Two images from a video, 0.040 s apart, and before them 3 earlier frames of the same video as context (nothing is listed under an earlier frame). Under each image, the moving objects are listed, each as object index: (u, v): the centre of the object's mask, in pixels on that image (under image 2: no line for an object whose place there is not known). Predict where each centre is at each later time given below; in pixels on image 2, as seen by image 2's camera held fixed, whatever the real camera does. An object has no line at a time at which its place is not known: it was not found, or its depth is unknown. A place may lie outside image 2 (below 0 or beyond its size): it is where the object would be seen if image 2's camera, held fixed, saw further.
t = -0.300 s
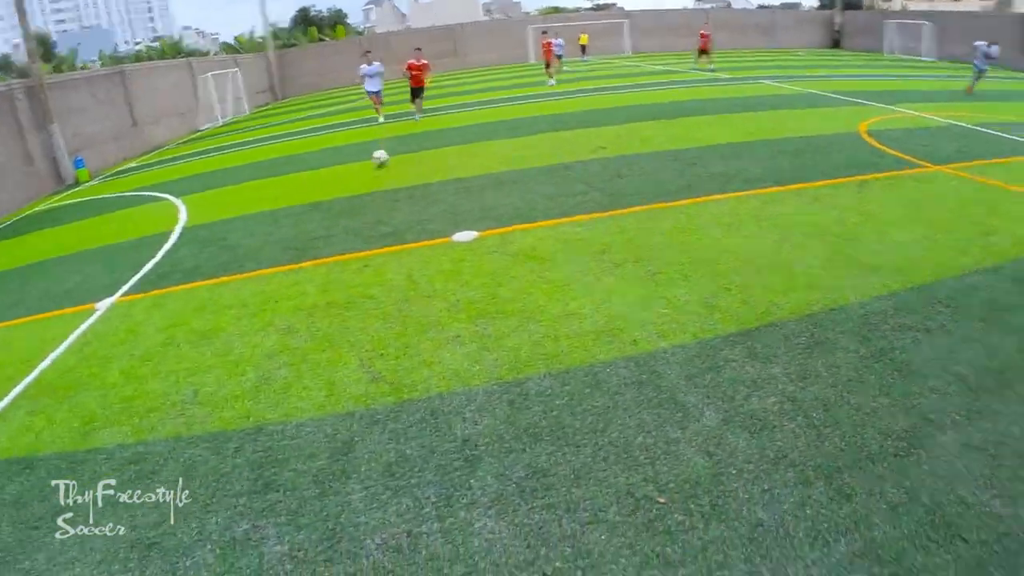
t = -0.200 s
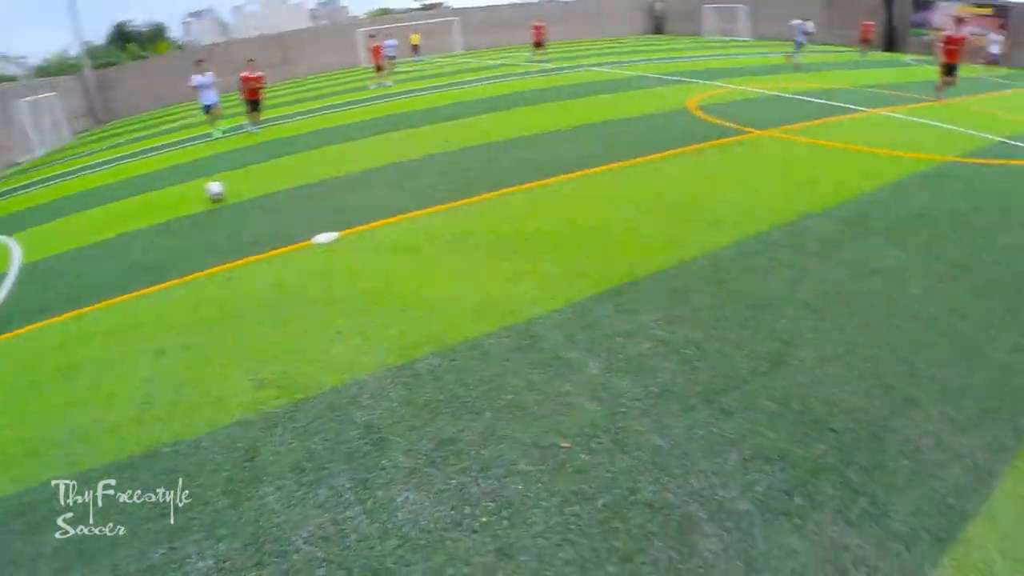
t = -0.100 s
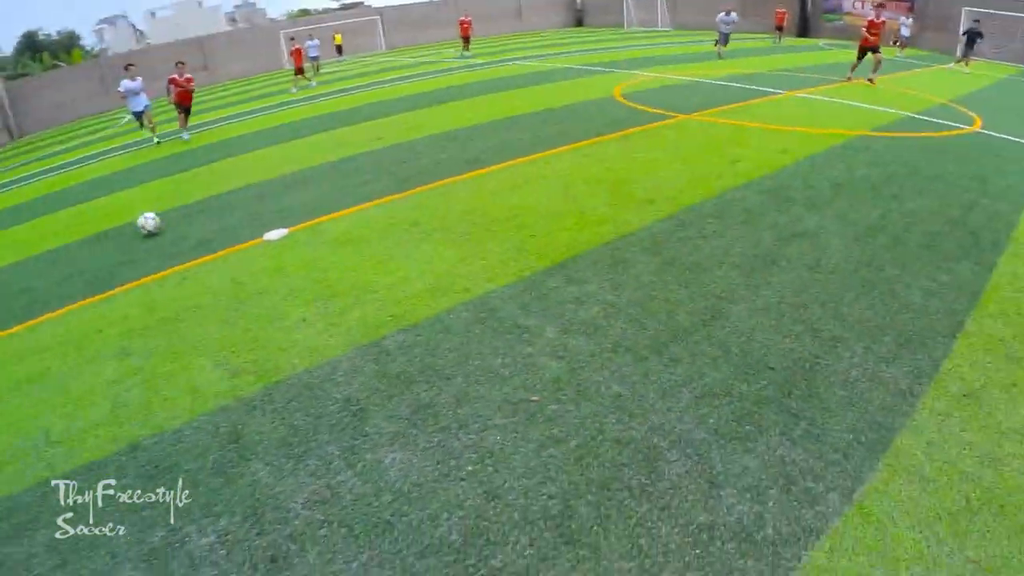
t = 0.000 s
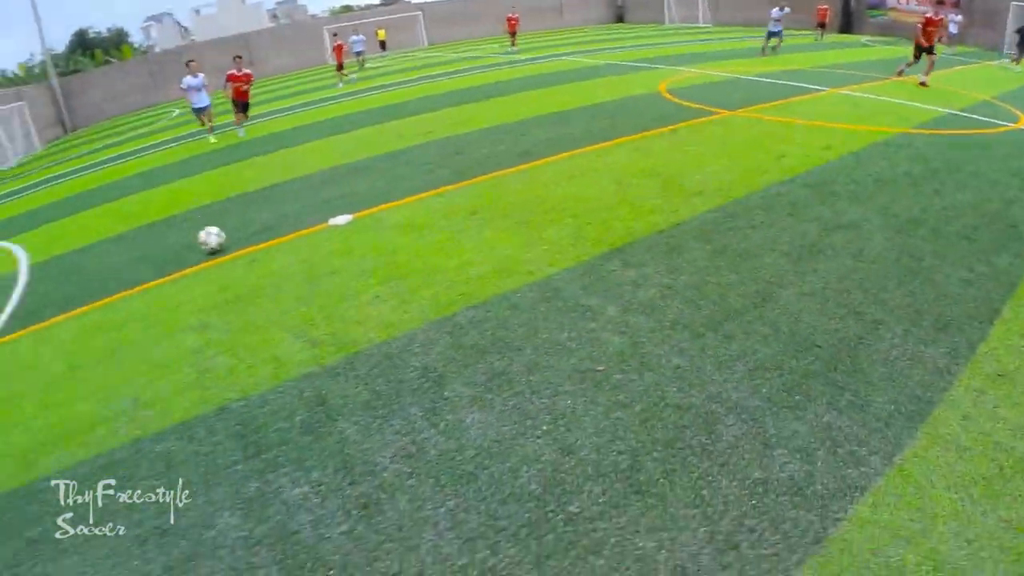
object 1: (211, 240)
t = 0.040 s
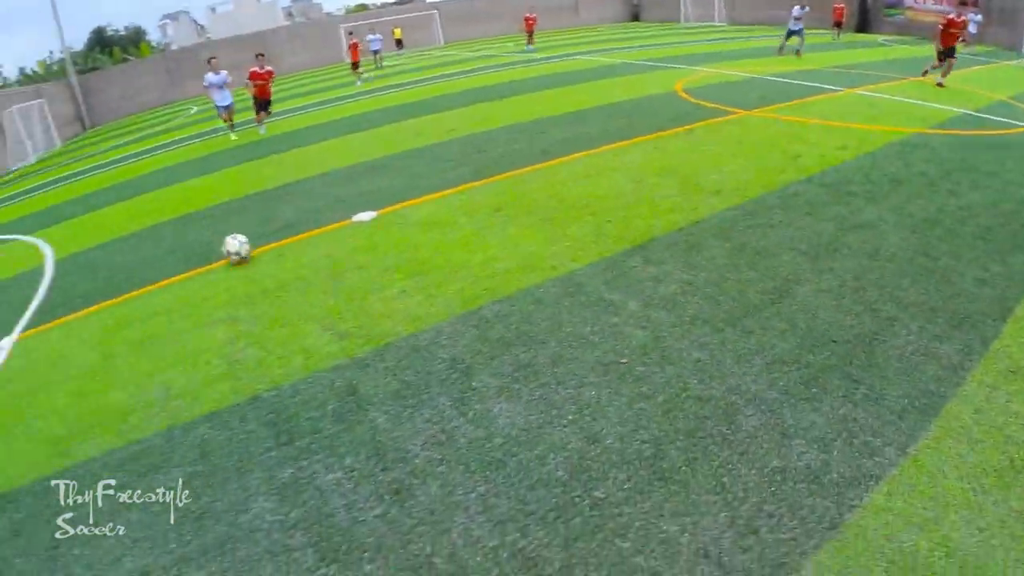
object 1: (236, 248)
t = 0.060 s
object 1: (236, 253)
